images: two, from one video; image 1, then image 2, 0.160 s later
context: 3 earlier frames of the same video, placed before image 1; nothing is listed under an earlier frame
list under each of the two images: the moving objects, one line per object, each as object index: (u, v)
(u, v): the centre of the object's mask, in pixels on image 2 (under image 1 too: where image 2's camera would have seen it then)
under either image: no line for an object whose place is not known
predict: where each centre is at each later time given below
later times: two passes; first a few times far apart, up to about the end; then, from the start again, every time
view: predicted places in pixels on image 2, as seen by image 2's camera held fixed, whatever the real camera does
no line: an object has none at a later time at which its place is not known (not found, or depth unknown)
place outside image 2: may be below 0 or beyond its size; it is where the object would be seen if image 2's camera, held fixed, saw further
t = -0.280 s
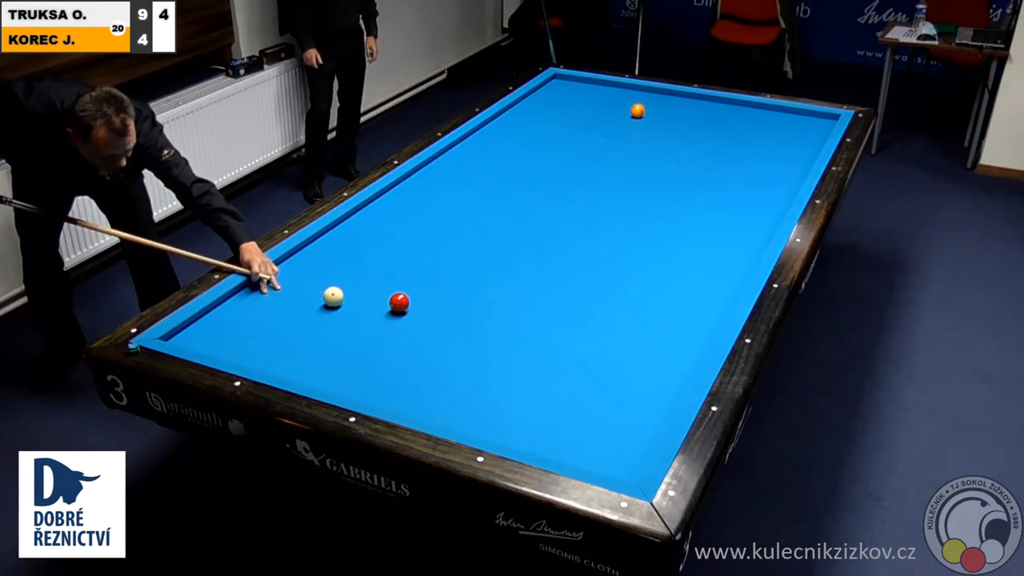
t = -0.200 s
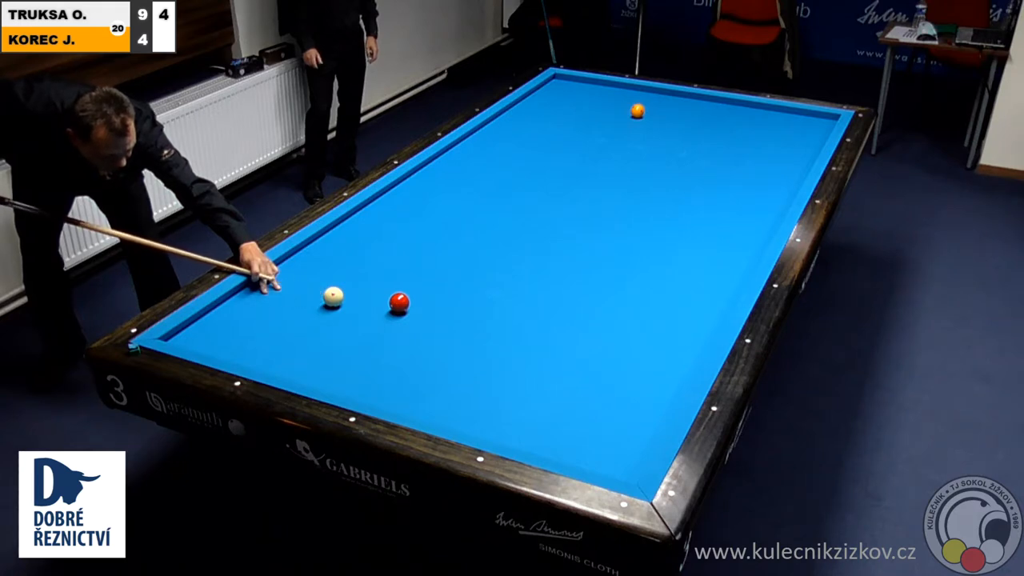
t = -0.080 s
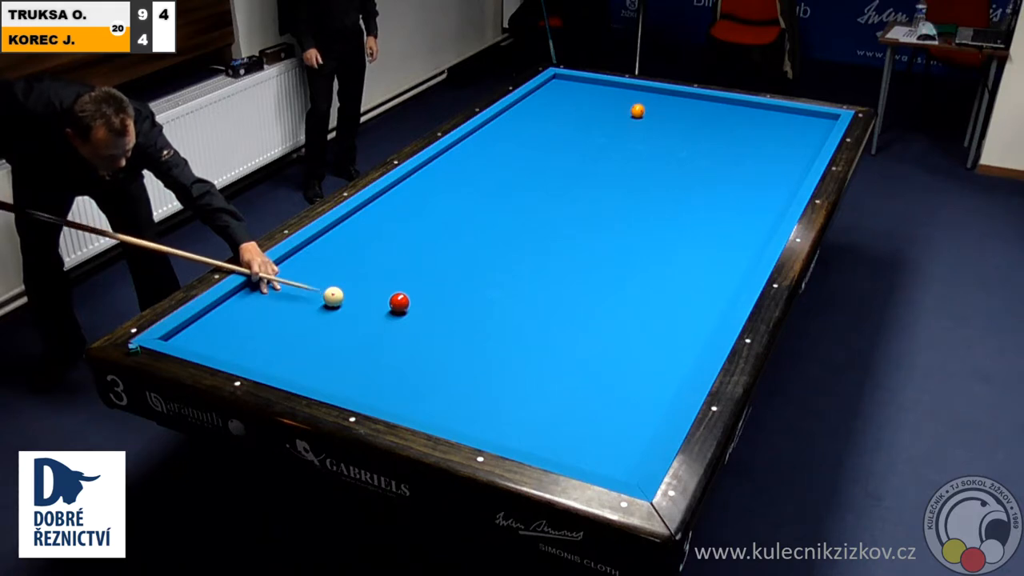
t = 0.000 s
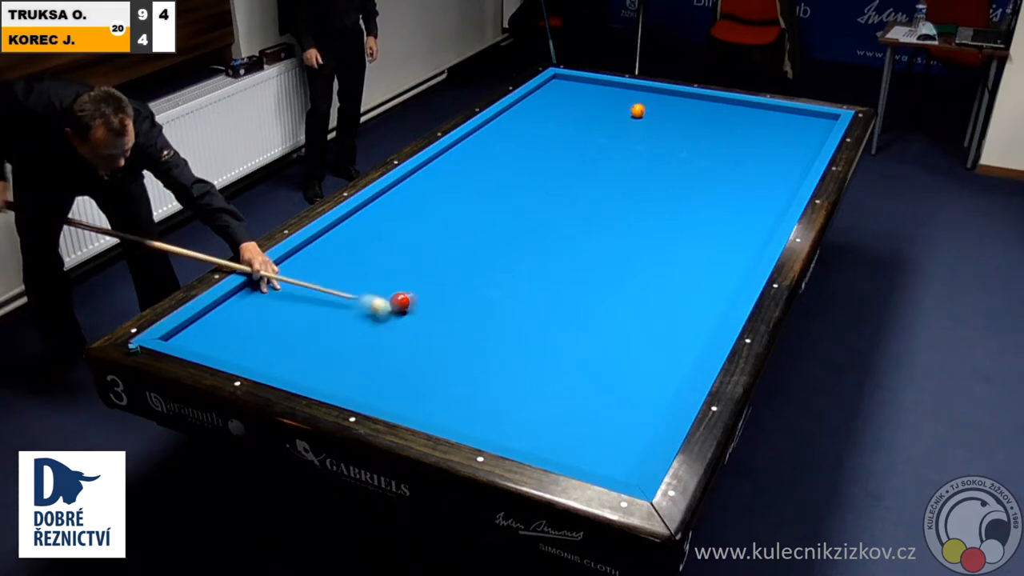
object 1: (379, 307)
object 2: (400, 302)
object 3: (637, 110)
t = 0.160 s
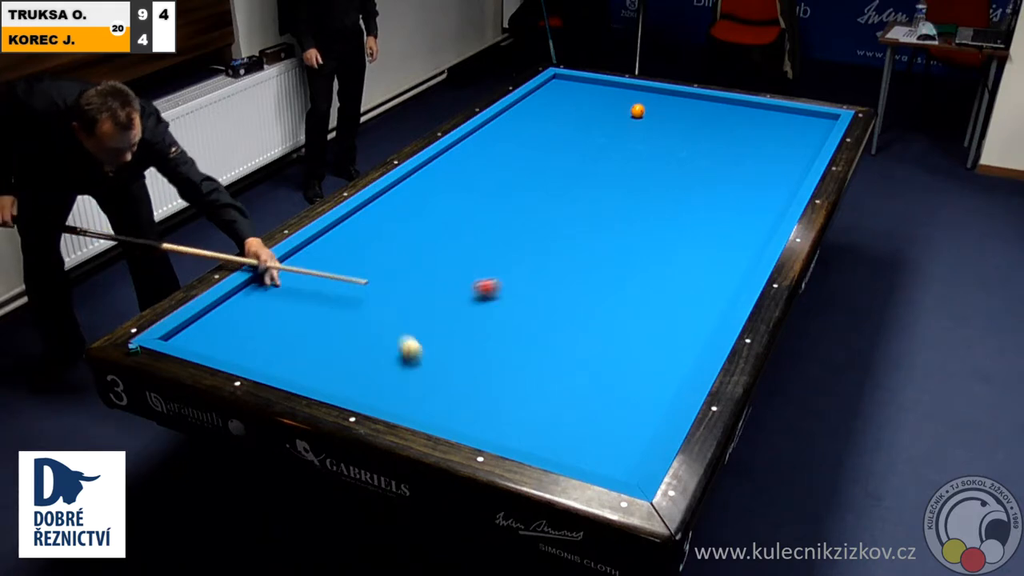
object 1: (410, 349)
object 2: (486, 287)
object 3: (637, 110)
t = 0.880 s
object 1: (640, 424)
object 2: (755, 245)
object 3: (637, 110)
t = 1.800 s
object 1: (532, 282)
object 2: (682, 167)
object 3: (637, 110)
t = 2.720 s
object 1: (467, 194)
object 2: (630, 115)
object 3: (640, 109)
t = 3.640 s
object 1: (477, 150)
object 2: (567, 98)
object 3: (656, 90)
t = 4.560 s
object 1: (553, 135)
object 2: (551, 92)
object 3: (646, 97)
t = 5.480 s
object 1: (617, 123)
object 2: (577, 96)
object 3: (636, 104)
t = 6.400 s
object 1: (669, 113)
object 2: (595, 99)
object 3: (629, 109)
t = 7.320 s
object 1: (711, 106)
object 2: (607, 101)
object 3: (626, 112)
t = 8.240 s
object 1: (739, 104)
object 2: (611, 101)
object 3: (626, 112)
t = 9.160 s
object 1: (747, 110)
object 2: (611, 101)
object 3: (626, 112)
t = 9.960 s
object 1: (752, 113)
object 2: (611, 101)
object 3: (626, 112)
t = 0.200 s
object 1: (418, 358)
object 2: (505, 285)
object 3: (637, 110)
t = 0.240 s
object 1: (426, 368)
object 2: (522, 282)
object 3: (637, 110)
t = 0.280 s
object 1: (435, 378)
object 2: (539, 279)
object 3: (637, 110)
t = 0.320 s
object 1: (444, 388)
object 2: (554, 277)
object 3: (637, 110)
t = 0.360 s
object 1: (453, 399)
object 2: (569, 275)
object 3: (637, 110)
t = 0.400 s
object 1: (462, 409)
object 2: (585, 272)
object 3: (637, 110)
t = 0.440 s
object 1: (472, 420)
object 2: (600, 270)
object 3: (637, 110)
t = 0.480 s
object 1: (484, 428)
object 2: (614, 267)
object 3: (637, 110)
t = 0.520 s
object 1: (504, 431)
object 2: (629, 265)
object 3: (637, 110)
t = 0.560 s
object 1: (523, 431)
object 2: (643, 263)
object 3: (637, 110)
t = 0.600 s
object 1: (542, 431)
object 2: (658, 260)
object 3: (637, 110)
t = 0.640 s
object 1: (561, 431)
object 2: (672, 258)
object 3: (637, 110)
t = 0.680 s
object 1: (580, 432)
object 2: (686, 256)
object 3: (637, 110)
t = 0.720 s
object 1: (599, 433)
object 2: (700, 253)
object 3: (637, 110)
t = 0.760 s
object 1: (618, 434)
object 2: (714, 251)
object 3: (637, 110)
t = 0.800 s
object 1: (637, 435)
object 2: (728, 249)
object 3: (637, 110)
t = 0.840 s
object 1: (648, 433)
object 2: (741, 247)
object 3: (637, 110)
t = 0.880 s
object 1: (640, 424)
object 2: (755, 245)
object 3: (637, 110)
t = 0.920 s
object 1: (631, 415)
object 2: (759, 241)
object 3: (637, 110)
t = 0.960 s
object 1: (624, 407)
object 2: (752, 237)
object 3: (637, 110)
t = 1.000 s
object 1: (618, 399)
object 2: (746, 233)
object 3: (637, 110)
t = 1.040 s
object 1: (613, 392)
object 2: (742, 229)
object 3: (637, 110)
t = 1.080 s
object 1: (608, 386)
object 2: (738, 225)
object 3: (637, 110)
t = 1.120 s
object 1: (603, 379)
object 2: (735, 221)
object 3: (637, 110)
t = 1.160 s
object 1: (598, 372)
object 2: (731, 218)
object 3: (637, 110)
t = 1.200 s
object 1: (593, 366)
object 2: (728, 214)
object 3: (637, 110)
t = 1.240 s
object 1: (589, 359)
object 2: (724, 211)
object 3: (637, 110)
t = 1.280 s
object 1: (584, 353)
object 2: (721, 207)
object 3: (637, 110)
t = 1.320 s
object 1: (579, 347)
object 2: (718, 204)
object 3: (637, 110)
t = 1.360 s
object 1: (575, 340)
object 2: (715, 200)
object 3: (637, 110)
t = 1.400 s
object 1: (571, 335)
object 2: (711, 197)
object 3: (637, 110)
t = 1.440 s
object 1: (566, 329)
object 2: (708, 194)
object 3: (637, 110)
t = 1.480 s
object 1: (562, 323)
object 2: (705, 191)
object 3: (637, 110)
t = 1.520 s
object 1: (558, 318)
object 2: (702, 188)
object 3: (637, 110)
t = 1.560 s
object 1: (554, 313)
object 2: (699, 184)
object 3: (637, 110)
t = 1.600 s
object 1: (550, 307)
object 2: (696, 182)
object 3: (637, 110)
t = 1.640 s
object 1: (546, 302)
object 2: (693, 179)
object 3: (637, 110)
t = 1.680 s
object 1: (543, 297)
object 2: (691, 176)
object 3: (637, 110)
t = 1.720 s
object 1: (539, 292)
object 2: (688, 173)
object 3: (637, 110)
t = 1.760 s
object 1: (536, 287)
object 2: (685, 170)
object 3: (637, 110)
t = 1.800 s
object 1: (532, 282)
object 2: (682, 167)
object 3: (637, 110)
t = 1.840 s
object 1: (528, 278)
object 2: (680, 164)
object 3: (637, 110)
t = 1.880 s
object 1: (525, 273)
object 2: (677, 162)
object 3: (637, 110)
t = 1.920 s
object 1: (522, 269)
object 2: (675, 159)
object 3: (637, 110)
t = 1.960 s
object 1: (518, 264)
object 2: (672, 156)
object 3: (637, 110)
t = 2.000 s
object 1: (515, 260)
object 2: (670, 154)
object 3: (637, 110)
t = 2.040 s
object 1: (512, 256)
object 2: (667, 151)
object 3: (637, 110)
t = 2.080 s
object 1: (509, 252)
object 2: (665, 149)
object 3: (637, 111)
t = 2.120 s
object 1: (506, 248)
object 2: (663, 146)
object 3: (637, 111)
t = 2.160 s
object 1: (503, 243)
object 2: (660, 144)
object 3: (637, 111)
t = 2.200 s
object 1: (500, 240)
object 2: (658, 142)
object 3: (637, 110)
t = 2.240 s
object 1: (497, 236)
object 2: (656, 139)
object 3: (637, 110)
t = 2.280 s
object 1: (495, 232)
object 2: (654, 137)
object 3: (637, 110)
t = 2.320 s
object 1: (492, 228)
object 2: (651, 135)
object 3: (637, 110)
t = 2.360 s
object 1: (489, 224)
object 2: (650, 132)
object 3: (637, 110)
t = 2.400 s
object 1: (486, 221)
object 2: (647, 130)
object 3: (637, 110)
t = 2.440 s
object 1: (484, 217)
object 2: (645, 128)
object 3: (637, 110)
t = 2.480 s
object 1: (481, 214)
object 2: (643, 126)
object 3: (637, 110)
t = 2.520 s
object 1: (479, 210)
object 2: (641, 124)
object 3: (637, 110)
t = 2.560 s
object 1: (476, 207)
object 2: (639, 122)
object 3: (637, 110)
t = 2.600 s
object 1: (474, 204)
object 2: (637, 120)
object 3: (637, 109)
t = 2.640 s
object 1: (472, 201)
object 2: (635, 118)
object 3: (638, 108)
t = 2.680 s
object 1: (469, 197)
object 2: (633, 116)
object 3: (639, 109)
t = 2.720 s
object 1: (467, 194)
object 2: (630, 115)
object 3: (640, 109)
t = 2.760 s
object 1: (465, 191)
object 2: (627, 114)
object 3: (640, 108)
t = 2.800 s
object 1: (462, 188)
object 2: (624, 113)
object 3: (640, 107)
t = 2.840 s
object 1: (460, 185)
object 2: (621, 112)
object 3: (641, 106)
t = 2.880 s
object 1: (458, 182)
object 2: (618, 112)
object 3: (642, 106)
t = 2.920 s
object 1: (456, 179)
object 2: (615, 111)
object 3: (643, 105)
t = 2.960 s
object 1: (454, 176)
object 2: (612, 110)
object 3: (644, 104)
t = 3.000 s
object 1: (452, 174)
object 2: (609, 110)
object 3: (645, 103)
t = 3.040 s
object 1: (450, 171)
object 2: (606, 109)
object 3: (645, 102)
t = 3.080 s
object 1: (448, 168)
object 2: (604, 108)
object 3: (646, 101)
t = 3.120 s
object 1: (446, 166)
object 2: (601, 107)
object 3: (647, 100)
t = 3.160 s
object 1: (444, 163)
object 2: (598, 106)
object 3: (648, 99)
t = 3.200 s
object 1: (442, 161)
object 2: (595, 106)
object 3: (648, 99)
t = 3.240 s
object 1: (440, 158)
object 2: (592, 105)
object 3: (649, 98)
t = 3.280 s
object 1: (441, 156)
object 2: (590, 104)
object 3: (650, 97)
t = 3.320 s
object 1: (446, 156)
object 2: (587, 103)
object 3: (651, 96)
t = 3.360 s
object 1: (450, 155)
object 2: (584, 103)
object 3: (652, 96)
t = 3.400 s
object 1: (454, 154)
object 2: (582, 102)
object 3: (652, 95)
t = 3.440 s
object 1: (458, 154)
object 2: (579, 101)
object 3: (653, 94)
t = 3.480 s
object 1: (462, 153)
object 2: (577, 101)
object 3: (653, 93)
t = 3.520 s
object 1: (466, 152)
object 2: (574, 100)
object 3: (654, 92)
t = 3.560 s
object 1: (469, 151)
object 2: (572, 99)
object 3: (655, 92)
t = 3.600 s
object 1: (473, 151)
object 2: (569, 99)
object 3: (655, 91)
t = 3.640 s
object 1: (477, 150)
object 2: (567, 98)
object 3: (656, 90)
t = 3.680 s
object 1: (480, 149)
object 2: (564, 97)
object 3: (657, 90)
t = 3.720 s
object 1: (484, 149)
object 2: (562, 97)
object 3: (656, 90)
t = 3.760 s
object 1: (487, 148)
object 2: (559, 96)
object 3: (656, 90)
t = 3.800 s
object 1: (491, 147)
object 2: (557, 96)
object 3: (655, 91)
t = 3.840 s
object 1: (495, 146)
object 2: (555, 95)
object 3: (655, 91)
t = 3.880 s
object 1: (498, 146)
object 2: (552, 94)
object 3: (654, 91)
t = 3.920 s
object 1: (501, 145)
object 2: (550, 94)
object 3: (654, 92)
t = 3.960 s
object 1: (505, 144)
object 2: (547, 93)
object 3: (653, 92)
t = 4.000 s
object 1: (508, 144)
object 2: (545, 93)
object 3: (653, 92)
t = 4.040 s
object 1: (512, 143)
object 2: (543, 92)
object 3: (652, 93)
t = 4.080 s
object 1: (515, 143)
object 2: (541, 91)
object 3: (652, 93)
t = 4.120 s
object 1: (518, 142)
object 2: (539, 91)
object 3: (651, 94)
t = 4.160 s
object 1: (522, 141)
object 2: (537, 90)
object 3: (651, 94)
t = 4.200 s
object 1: (525, 141)
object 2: (539, 91)
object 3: (650, 94)
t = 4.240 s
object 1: (528, 140)
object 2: (540, 91)
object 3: (650, 94)
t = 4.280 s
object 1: (531, 139)
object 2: (542, 91)
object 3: (649, 95)
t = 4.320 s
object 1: (535, 139)
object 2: (543, 91)
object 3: (649, 95)
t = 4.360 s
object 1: (538, 138)
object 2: (544, 91)
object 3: (648, 96)
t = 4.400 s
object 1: (541, 138)
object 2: (546, 91)
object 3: (648, 96)
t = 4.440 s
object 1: (544, 137)
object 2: (547, 92)
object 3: (647, 96)
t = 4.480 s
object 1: (547, 137)
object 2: (548, 92)
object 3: (647, 97)
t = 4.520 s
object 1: (550, 136)
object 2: (550, 92)
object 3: (646, 97)
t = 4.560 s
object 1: (553, 135)
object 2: (551, 92)
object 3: (646, 97)
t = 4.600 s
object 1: (556, 135)
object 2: (552, 93)
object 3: (645, 98)
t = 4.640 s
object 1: (559, 134)
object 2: (553, 93)
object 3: (645, 98)
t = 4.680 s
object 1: (562, 134)
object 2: (555, 93)
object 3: (644, 98)
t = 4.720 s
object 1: (565, 133)
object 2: (556, 93)
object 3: (644, 99)
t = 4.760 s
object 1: (568, 133)
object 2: (557, 93)
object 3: (644, 99)
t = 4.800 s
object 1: (571, 132)
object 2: (558, 93)
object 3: (643, 99)
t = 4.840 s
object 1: (574, 132)
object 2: (559, 94)
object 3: (643, 99)
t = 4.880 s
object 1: (577, 131)
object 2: (561, 94)
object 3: (642, 100)
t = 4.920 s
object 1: (579, 131)
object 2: (562, 94)
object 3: (642, 100)
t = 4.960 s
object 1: (582, 130)
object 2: (563, 94)
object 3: (641, 100)
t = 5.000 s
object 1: (585, 129)
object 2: (564, 94)
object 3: (641, 101)
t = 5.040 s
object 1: (588, 129)
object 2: (565, 95)
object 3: (640, 101)
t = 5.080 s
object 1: (590, 129)
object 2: (566, 95)
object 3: (640, 102)
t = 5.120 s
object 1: (593, 128)
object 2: (567, 95)
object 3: (640, 102)
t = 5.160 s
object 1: (596, 127)
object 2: (569, 95)
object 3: (639, 102)
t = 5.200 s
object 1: (598, 127)
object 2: (570, 95)
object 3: (639, 102)
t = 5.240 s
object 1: (601, 126)
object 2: (571, 95)
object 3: (639, 102)
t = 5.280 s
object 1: (604, 126)
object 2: (572, 96)
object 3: (638, 103)
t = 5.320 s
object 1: (606, 125)
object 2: (573, 96)
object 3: (638, 103)
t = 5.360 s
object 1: (609, 125)
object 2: (574, 96)
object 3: (637, 103)
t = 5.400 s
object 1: (612, 124)
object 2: (575, 96)
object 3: (637, 103)
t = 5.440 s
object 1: (614, 124)
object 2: (576, 96)
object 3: (637, 104)
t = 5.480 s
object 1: (617, 123)
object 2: (577, 96)
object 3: (636, 104)
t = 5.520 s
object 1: (619, 123)
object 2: (578, 96)
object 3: (636, 104)
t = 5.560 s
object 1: (622, 122)
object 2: (579, 96)
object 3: (636, 104)
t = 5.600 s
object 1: (624, 122)
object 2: (580, 97)
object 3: (635, 105)
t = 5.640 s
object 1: (626, 122)
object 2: (581, 97)
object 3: (635, 105)
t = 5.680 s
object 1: (629, 121)
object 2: (581, 97)
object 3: (635, 105)
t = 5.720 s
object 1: (631, 121)
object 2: (582, 97)
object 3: (634, 105)
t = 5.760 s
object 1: (634, 120)
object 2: (583, 97)
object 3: (634, 105)
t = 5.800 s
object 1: (636, 120)
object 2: (584, 97)
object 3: (634, 105)
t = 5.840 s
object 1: (638, 119)
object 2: (585, 97)
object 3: (633, 106)
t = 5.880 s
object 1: (641, 119)
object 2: (586, 97)
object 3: (633, 106)
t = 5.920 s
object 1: (643, 118)
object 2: (587, 98)
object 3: (633, 106)
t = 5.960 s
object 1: (645, 118)
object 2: (587, 98)
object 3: (633, 107)
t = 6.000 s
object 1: (648, 117)
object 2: (588, 98)
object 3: (632, 107)
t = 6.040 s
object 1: (650, 117)
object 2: (589, 98)
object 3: (632, 107)
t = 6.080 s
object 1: (652, 117)
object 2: (590, 98)
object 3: (632, 107)
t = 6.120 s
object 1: (654, 116)
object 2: (590, 98)
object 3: (631, 107)
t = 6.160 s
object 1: (657, 116)
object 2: (591, 98)
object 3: (631, 108)
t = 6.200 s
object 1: (659, 115)
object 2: (592, 98)
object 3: (631, 108)
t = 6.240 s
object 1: (661, 115)
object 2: (593, 98)
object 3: (631, 108)
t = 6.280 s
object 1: (663, 114)
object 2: (593, 99)
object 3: (630, 108)
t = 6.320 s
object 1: (665, 114)
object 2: (594, 99)
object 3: (630, 108)
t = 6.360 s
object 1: (667, 114)
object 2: (595, 99)
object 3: (630, 109)
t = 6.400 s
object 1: (669, 113)
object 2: (595, 99)
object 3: (629, 109)
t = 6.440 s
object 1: (671, 113)
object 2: (596, 99)
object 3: (629, 109)
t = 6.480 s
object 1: (673, 113)
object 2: (597, 99)
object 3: (629, 109)
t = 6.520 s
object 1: (675, 112)
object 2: (597, 99)
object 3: (629, 109)
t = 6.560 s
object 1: (677, 112)
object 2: (598, 99)
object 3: (629, 109)
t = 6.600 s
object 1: (679, 111)
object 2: (598, 99)
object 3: (629, 110)
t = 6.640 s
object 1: (681, 111)
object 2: (599, 99)
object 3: (628, 110)
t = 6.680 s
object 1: (683, 111)
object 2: (599, 100)
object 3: (628, 110)
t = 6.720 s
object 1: (685, 111)
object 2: (600, 100)
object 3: (628, 110)
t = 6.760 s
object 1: (687, 110)
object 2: (600, 100)
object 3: (628, 110)
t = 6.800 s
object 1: (689, 110)
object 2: (601, 100)
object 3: (628, 110)
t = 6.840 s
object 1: (690, 109)
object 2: (602, 100)
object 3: (628, 110)
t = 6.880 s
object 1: (692, 109)
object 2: (602, 100)
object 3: (627, 111)
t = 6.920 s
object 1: (694, 109)
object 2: (603, 100)
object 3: (627, 111)
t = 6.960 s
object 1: (696, 109)
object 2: (603, 100)
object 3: (627, 111)
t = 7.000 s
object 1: (698, 108)
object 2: (603, 100)
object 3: (627, 111)
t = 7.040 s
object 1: (699, 108)
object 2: (604, 100)
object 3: (627, 111)
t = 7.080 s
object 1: (701, 108)
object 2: (604, 100)
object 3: (627, 111)
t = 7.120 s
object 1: (703, 107)
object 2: (605, 100)
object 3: (627, 111)
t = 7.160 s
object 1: (705, 107)
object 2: (605, 100)
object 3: (627, 111)
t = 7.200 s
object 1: (706, 107)
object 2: (606, 100)
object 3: (627, 112)
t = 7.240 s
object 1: (708, 106)
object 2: (606, 101)
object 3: (627, 112)
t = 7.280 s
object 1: (710, 106)
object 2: (607, 101)
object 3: (626, 112)
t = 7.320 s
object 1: (711, 106)
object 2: (607, 101)
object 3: (626, 112)
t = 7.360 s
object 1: (713, 106)
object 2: (607, 101)
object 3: (626, 112)
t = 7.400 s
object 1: (715, 105)
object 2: (607, 101)
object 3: (626, 112)
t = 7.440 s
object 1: (716, 105)
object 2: (608, 101)
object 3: (626, 112)
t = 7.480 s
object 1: (718, 105)
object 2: (608, 101)
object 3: (626, 112)
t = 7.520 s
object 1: (720, 104)
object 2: (608, 101)
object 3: (626, 112)
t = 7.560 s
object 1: (721, 104)
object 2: (609, 101)
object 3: (626, 112)
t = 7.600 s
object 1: (723, 104)
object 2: (609, 101)
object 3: (626, 112)
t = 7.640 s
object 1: (724, 103)
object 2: (609, 101)
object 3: (626, 112)
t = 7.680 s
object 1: (726, 103)
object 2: (609, 101)
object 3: (626, 112)
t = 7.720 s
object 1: (727, 103)
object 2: (610, 101)
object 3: (626, 112)
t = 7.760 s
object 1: (728, 103)
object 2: (610, 101)
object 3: (626, 112)
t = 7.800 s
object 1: (730, 103)
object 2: (610, 101)
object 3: (626, 112)
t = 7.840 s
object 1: (731, 102)
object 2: (610, 101)
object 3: (626, 112)
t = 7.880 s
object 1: (733, 102)
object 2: (610, 101)
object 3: (626, 112)
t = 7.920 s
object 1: (734, 102)
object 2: (610, 101)
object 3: (626, 112)
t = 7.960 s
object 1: (735, 102)
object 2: (611, 101)
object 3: (626, 112)
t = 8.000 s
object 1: (736, 102)
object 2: (611, 101)
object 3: (626, 112)
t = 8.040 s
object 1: (736, 102)
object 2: (611, 101)
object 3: (626, 112)
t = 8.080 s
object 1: (736, 103)
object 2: (611, 101)
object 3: (626, 112)
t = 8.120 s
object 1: (737, 103)
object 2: (611, 101)
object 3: (626, 112)
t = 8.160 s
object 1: (738, 103)
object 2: (611, 101)
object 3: (626, 112)
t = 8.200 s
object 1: (738, 104)
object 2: (611, 101)
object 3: (626, 112)
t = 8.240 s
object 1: (739, 104)
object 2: (611, 101)
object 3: (626, 112)
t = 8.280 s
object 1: (739, 104)
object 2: (611, 101)
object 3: (626, 112)
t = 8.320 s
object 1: (739, 104)
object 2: (611, 101)
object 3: (626, 112)
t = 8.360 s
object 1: (740, 105)
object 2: (611, 101)
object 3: (626, 112)
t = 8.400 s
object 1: (740, 105)
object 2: (611, 101)
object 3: (626, 112)
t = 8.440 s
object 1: (741, 105)
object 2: (611, 101)
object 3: (626, 112)
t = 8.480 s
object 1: (741, 105)
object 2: (611, 101)
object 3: (626, 112)
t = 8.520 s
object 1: (742, 106)
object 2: (611, 101)
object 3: (626, 112)
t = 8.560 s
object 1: (742, 106)
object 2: (611, 101)
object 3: (626, 112)
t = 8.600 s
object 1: (742, 106)
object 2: (611, 101)
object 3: (626, 112)
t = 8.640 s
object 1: (743, 107)
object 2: (611, 101)
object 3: (626, 112)
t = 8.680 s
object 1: (743, 107)
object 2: (611, 101)
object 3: (626, 112)
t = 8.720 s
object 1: (743, 107)
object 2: (611, 101)
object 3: (626, 112)
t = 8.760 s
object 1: (744, 108)
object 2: (611, 101)
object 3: (626, 112)
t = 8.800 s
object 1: (744, 108)
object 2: (611, 101)
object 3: (626, 112)
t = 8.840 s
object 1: (745, 108)
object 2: (611, 101)
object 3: (626, 112)
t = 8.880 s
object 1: (745, 108)
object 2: (611, 101)
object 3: (626, 112)
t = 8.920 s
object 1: (745, 108)
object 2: (611, 101)
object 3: (626, 112)
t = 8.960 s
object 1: (746, 109)
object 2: (611, 101)
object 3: (626, 112)
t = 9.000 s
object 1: (746, 109)
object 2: (611, 101)
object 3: (626, 112)
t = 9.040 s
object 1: (746, 109)
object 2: (611, 101)
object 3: (626, 112)
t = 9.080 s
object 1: (747, 109)
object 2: (611, 101)
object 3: (626, 112)
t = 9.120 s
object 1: (747, 110)
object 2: (611, 101)
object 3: (626, 112)
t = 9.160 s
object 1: (747, 110)
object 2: (611, 101)
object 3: (626, 112)
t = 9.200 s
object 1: (747, 110)
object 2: (611, 101)
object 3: (626, 112)
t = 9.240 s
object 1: (748, 110)
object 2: (611, 101)
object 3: (626, 112)
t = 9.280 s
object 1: (748, 110)
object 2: (611, 101)
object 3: (626, 112)
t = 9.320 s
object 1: (748, 111)
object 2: (611, 101)
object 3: (626, 112)
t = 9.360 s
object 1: (749, 111)
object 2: (611, 101)
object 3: (626, 112)
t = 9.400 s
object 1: (749, 111)
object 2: (611, 101)
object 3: (626, 112)
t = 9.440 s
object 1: (749, 111)
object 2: (611, 101)
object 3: (626, 112)
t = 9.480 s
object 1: (749, 111)
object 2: (611, 101)
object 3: (626, 112)
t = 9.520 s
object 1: (750, 111)
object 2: (611, 101)
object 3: (626, 112)
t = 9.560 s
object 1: (750, 111)
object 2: (611, 101)
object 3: (626, 112)
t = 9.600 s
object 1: (750, 112)
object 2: (611, 101)
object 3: (626, 112)
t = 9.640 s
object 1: (750, 112)
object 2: (611, 101)
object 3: (626, 112)
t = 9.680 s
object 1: (751, 112)
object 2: (611, 101)
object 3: (626, 112)
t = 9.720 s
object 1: (751, 112)
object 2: (611, 101)
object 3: (626, 112)
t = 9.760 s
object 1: (751, 112)
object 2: (611, 101)
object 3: (626, 112)
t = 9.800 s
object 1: (751, 112)
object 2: (611, 101)
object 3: (626, 112)
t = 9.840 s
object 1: (751, 113)
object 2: (611, 101)
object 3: (626, 112)
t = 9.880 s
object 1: (752, 113)
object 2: (611, 101)
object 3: (626, 112)
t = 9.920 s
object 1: (752, 113)
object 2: (611, 101)
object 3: (626, 112)
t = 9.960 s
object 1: (752, 113)
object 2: (611, 101)
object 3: (626, 112)
